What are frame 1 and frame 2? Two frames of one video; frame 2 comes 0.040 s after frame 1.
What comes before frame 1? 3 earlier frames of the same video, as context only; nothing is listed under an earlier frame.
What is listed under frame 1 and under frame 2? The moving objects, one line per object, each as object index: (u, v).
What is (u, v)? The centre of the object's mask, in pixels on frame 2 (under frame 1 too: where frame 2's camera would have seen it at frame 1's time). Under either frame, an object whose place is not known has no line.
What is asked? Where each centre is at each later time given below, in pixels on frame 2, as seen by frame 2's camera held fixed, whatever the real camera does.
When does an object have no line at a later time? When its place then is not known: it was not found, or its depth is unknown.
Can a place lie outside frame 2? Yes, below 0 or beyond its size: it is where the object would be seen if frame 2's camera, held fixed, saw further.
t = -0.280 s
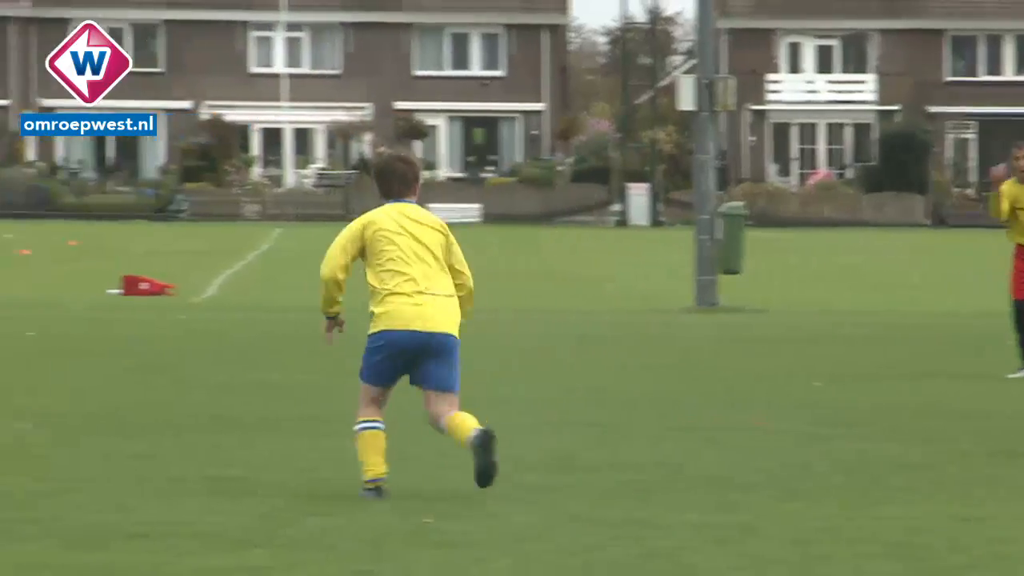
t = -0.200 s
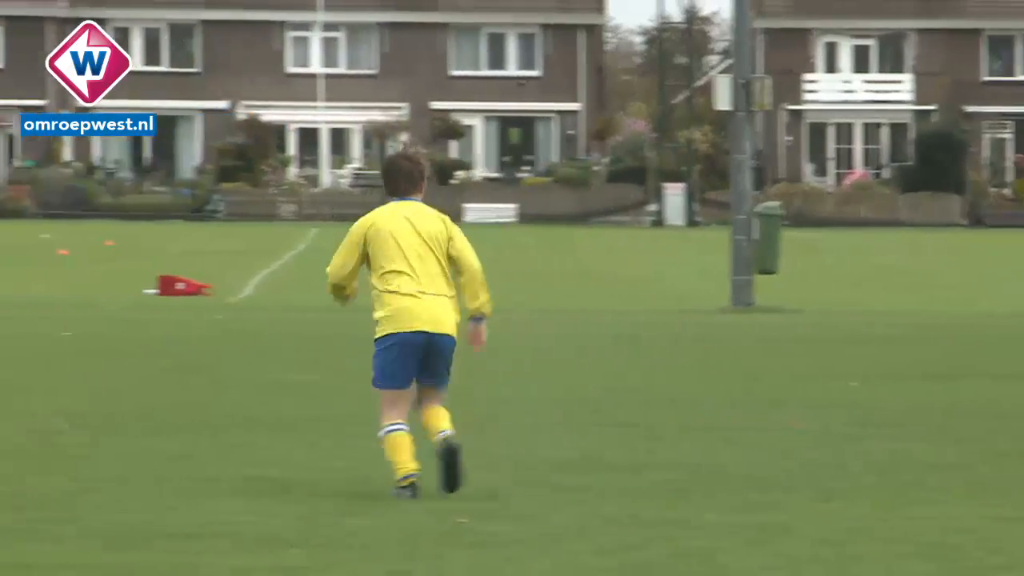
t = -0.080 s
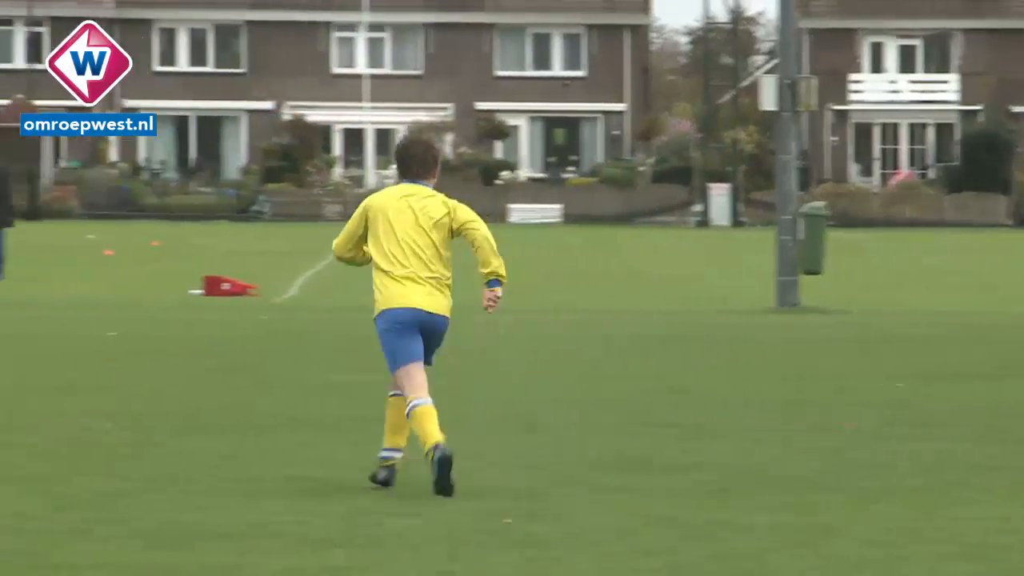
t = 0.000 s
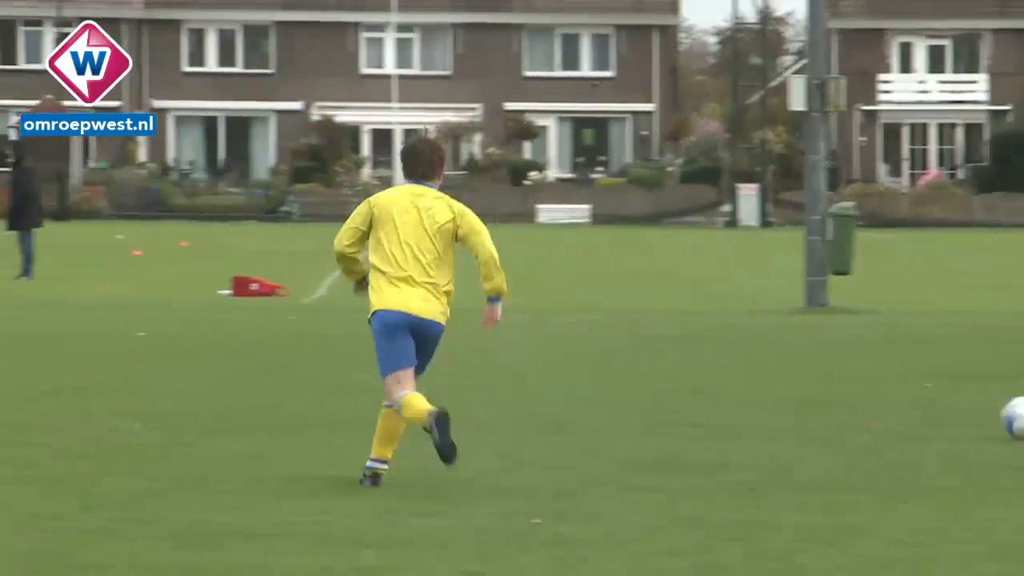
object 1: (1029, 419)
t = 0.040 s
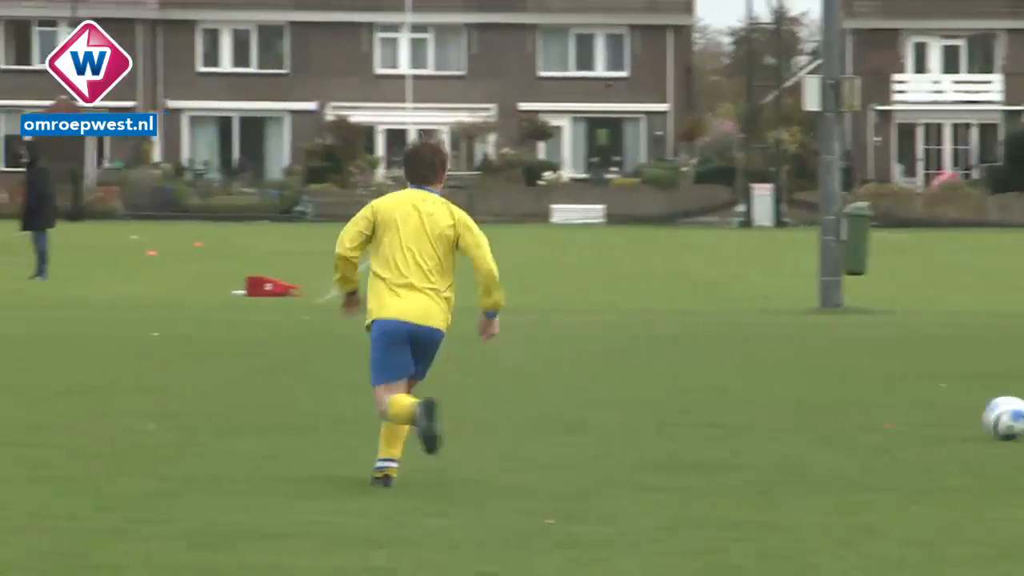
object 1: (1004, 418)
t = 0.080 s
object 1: (974, 420)
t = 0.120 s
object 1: (941, 421)
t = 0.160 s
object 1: (908, 417)
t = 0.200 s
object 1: (877, 416)
